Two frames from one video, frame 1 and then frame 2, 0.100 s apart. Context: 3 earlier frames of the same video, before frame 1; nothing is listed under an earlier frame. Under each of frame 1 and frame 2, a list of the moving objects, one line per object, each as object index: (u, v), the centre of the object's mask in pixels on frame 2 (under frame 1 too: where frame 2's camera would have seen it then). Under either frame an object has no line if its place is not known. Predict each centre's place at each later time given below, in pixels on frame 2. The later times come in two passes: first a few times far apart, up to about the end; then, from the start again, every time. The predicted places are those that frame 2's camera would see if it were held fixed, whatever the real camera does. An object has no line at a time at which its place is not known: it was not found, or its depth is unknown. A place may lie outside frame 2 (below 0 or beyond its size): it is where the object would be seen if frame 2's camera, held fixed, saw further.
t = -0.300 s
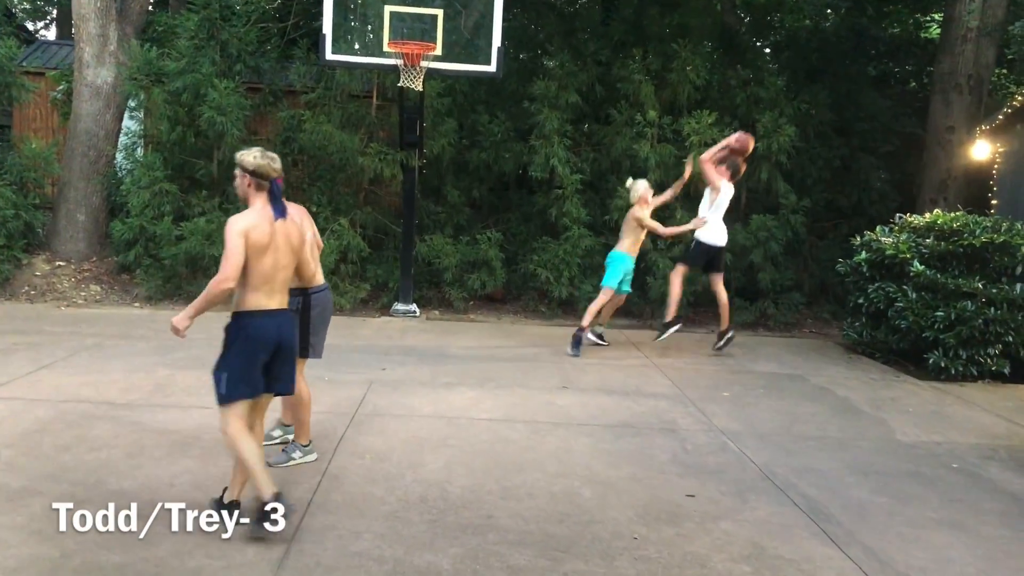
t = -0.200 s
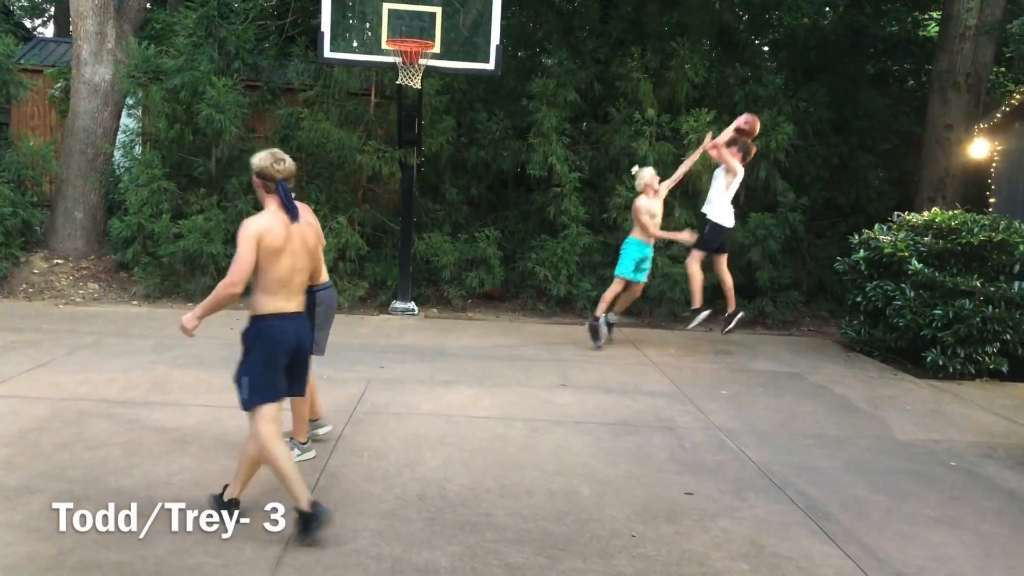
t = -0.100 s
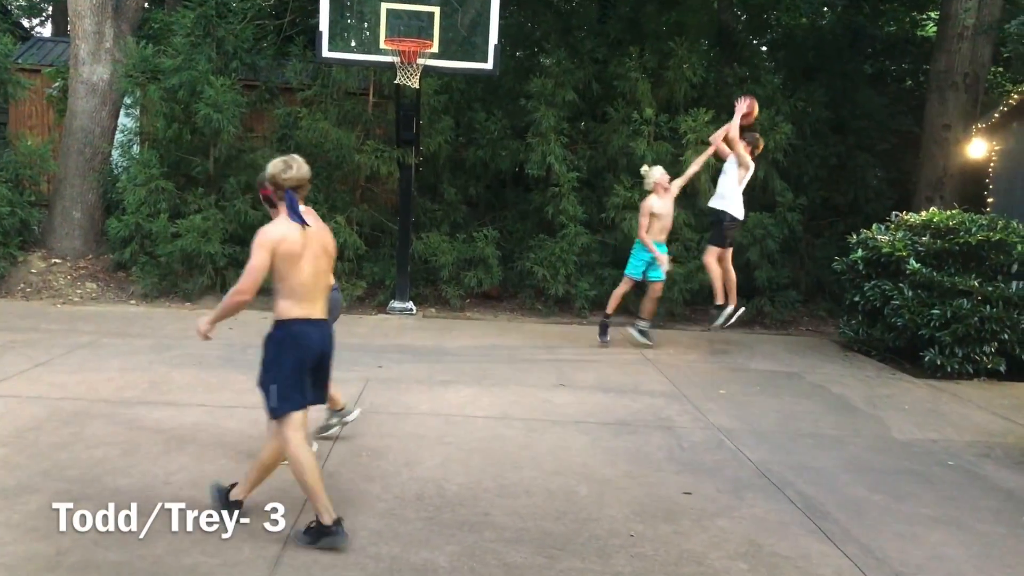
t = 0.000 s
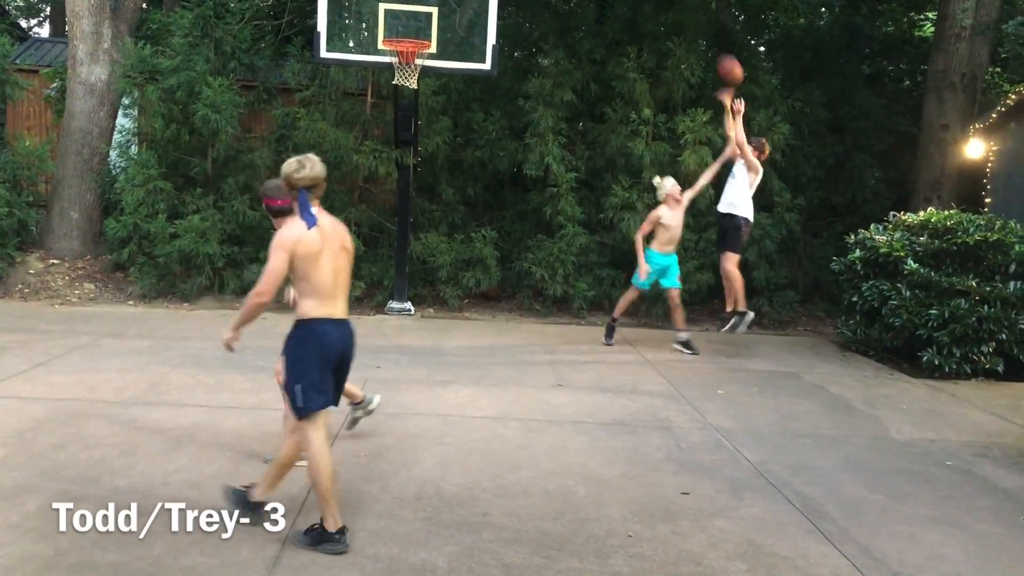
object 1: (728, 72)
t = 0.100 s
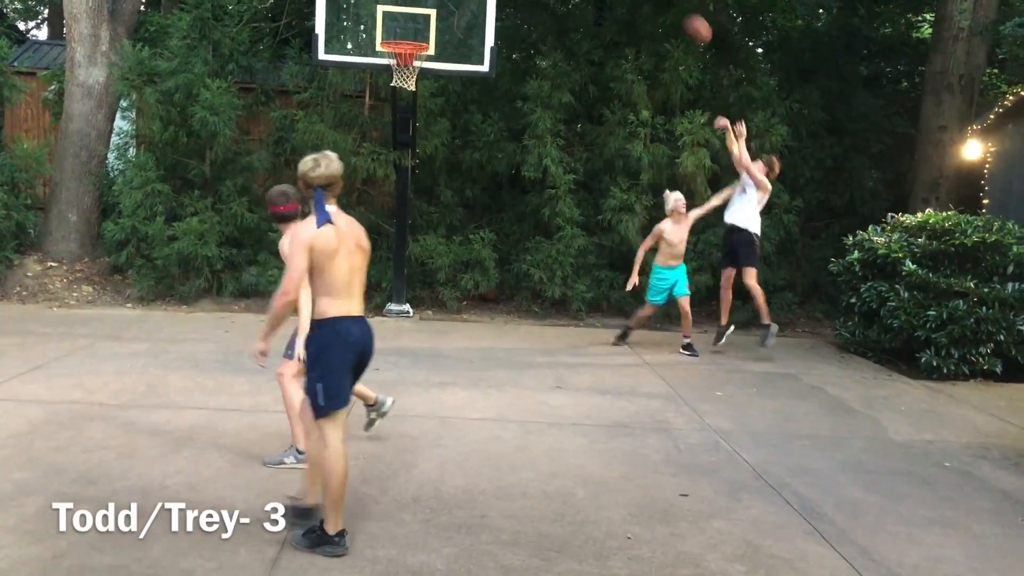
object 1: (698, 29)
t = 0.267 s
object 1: (646, -10)
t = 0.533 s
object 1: (558, -41)
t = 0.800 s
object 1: (468, 9)
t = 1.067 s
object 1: (510, 46)
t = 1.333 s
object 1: (605, 106)
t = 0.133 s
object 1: (688, 17)
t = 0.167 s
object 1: (678, 8)
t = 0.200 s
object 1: (668, 2)
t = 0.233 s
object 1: (659, -4)
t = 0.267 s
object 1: (646, -10)
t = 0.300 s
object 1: (634, -16)
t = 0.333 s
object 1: (623, -23)
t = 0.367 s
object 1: (614, -29)
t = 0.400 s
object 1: (602, -34)
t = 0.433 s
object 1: (592, -38)
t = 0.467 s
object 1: (580, -41)
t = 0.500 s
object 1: (569, -43)
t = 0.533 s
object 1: (558, -41)
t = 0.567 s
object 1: (547, -39)
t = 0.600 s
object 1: (535, -35)
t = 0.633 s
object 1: (524, -30)
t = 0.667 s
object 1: (513, -25)
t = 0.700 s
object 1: (502, -16)
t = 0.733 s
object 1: (491, -9)
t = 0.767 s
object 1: (476, -3)
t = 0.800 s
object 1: (468, 9)
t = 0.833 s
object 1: (456, 21)
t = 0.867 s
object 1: (445, 33)
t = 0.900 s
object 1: (444, 42)
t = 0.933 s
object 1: (455, 40)
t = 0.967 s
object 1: (469, 40)
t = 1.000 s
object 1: (478, 39)
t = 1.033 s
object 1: (497, 43)
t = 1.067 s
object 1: (510, 46)
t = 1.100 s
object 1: (521, 50)
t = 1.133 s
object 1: (534, 55)
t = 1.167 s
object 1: (546, 61)
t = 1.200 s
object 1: (559, 68)
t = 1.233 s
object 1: (571, 76)
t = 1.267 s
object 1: (584, 85)
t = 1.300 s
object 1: (595, 95)
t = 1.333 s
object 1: (605, 106)
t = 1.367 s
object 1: (616, 117)
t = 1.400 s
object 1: (627, 129)
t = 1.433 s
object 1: (638, 142)
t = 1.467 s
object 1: (648, 158)
